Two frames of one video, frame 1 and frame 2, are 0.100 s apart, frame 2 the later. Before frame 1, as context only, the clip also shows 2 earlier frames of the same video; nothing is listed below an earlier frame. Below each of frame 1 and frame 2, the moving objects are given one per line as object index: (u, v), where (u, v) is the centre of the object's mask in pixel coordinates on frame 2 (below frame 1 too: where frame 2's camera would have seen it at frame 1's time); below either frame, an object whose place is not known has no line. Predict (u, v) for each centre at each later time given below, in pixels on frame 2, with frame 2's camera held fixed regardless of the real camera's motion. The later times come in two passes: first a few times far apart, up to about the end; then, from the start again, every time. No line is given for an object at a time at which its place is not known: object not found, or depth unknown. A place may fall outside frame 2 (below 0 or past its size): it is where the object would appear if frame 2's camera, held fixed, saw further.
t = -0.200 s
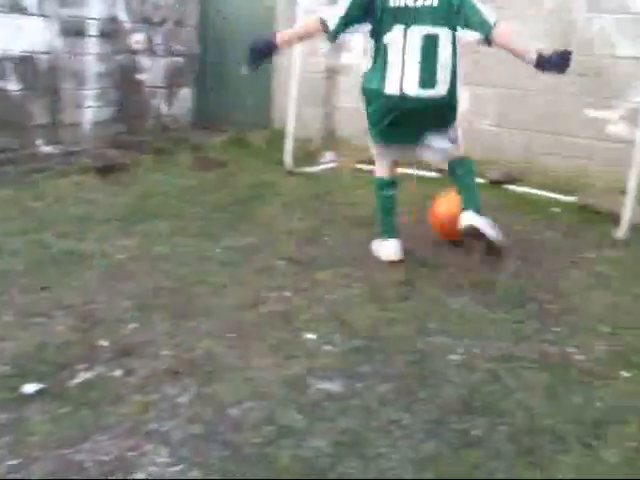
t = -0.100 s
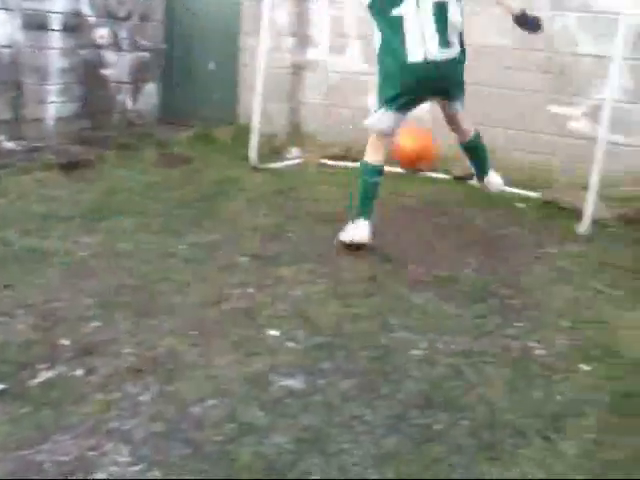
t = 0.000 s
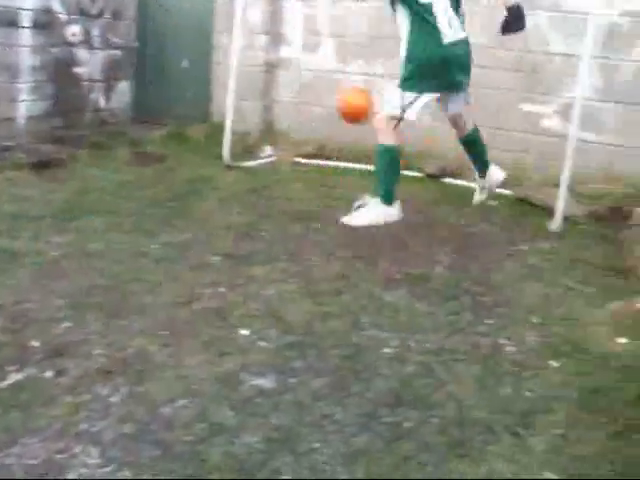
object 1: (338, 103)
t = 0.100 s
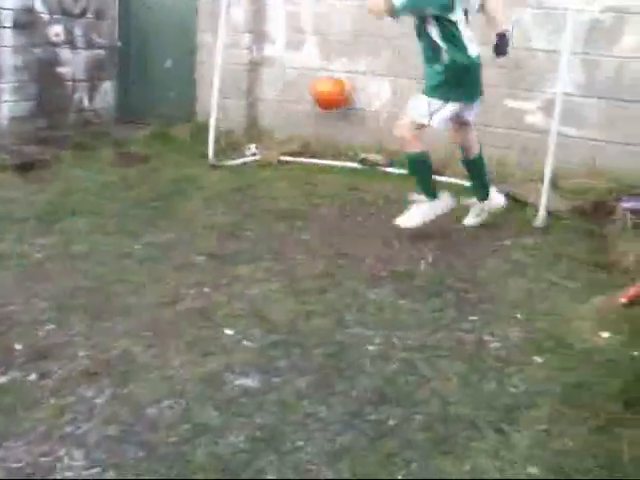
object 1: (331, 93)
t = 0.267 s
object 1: (321, 125)
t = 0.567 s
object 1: (349, 160)
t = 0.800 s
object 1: (373, 172)
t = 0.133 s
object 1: (329, 95)
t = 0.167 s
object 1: (328, 101)
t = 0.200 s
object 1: (327, 109)
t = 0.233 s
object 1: (323, 117)
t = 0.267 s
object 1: (321, 125)
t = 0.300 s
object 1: (317, 137)
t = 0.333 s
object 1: (320, 142)
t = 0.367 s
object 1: (325, 147)
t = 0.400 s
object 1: (329, 151)
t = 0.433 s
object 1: (334, 151)
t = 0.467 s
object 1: (336, 151)
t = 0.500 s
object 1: (341, 152)
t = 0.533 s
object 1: (345, 157)
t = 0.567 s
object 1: (349, 160)
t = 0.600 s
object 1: (352, 159)
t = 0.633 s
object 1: (356, 159)
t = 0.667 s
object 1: (358, 161)
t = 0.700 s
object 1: (361, 163)
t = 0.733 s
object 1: (366, 168)
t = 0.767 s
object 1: (370, 169)
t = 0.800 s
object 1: (373, 172)
